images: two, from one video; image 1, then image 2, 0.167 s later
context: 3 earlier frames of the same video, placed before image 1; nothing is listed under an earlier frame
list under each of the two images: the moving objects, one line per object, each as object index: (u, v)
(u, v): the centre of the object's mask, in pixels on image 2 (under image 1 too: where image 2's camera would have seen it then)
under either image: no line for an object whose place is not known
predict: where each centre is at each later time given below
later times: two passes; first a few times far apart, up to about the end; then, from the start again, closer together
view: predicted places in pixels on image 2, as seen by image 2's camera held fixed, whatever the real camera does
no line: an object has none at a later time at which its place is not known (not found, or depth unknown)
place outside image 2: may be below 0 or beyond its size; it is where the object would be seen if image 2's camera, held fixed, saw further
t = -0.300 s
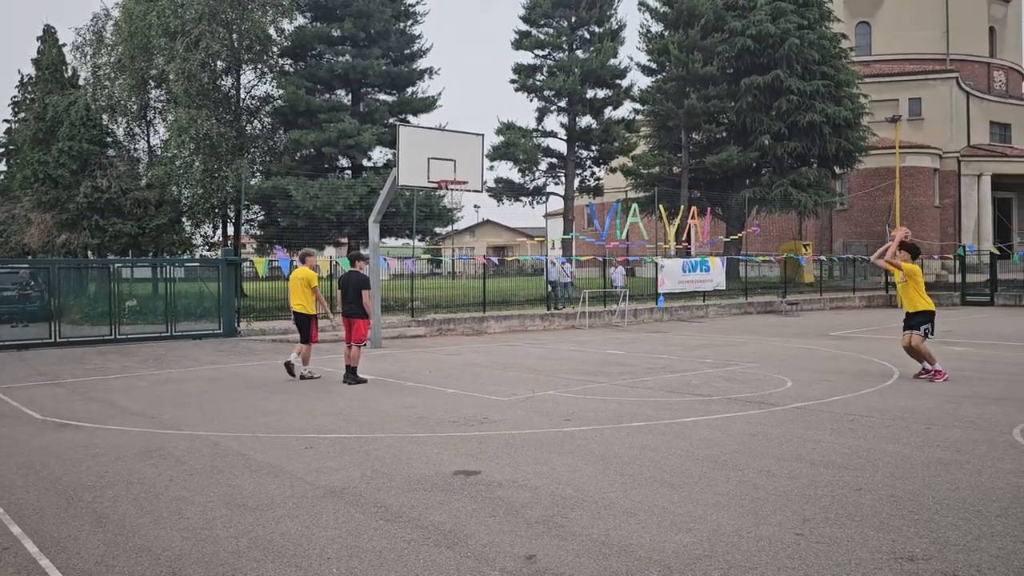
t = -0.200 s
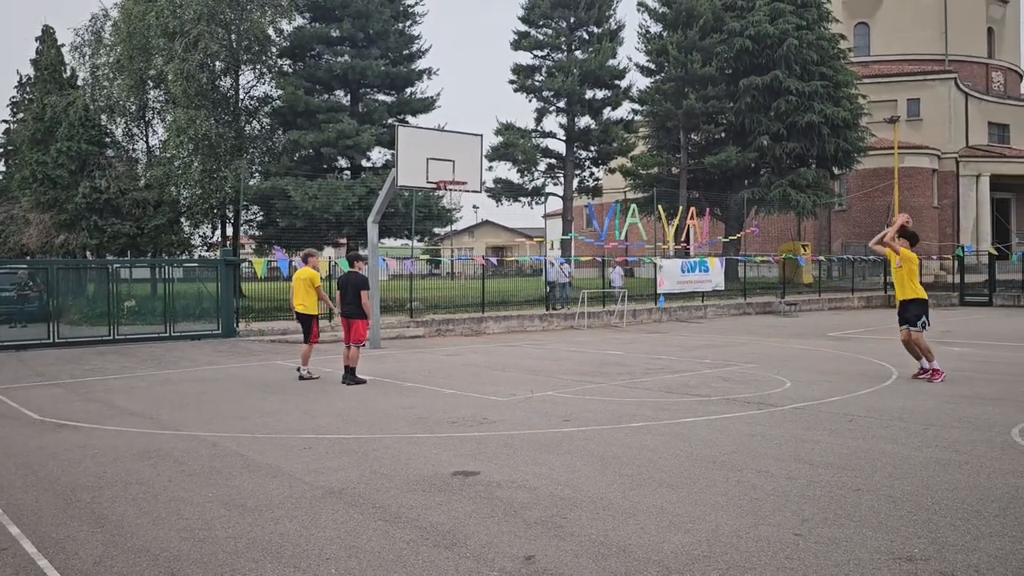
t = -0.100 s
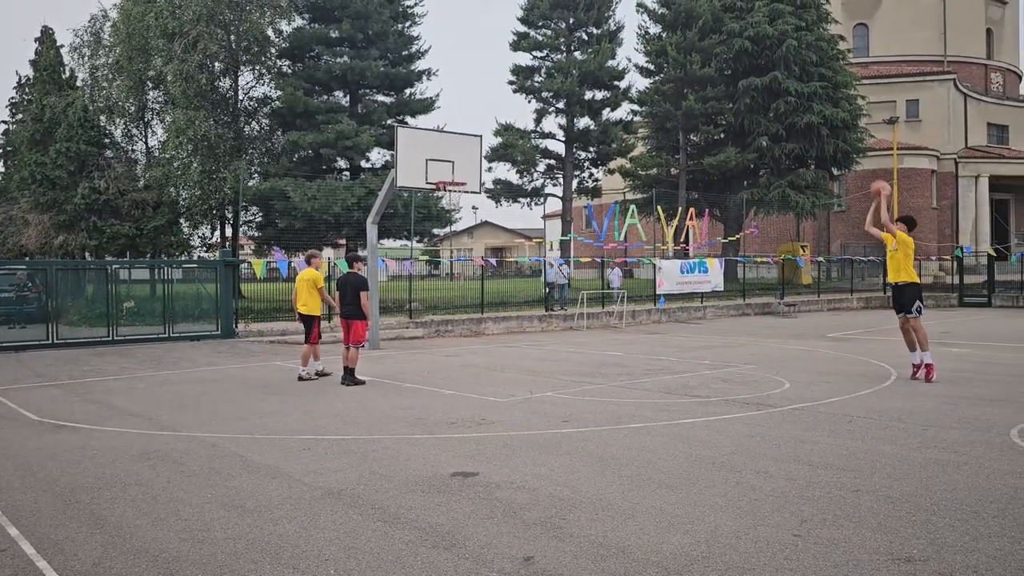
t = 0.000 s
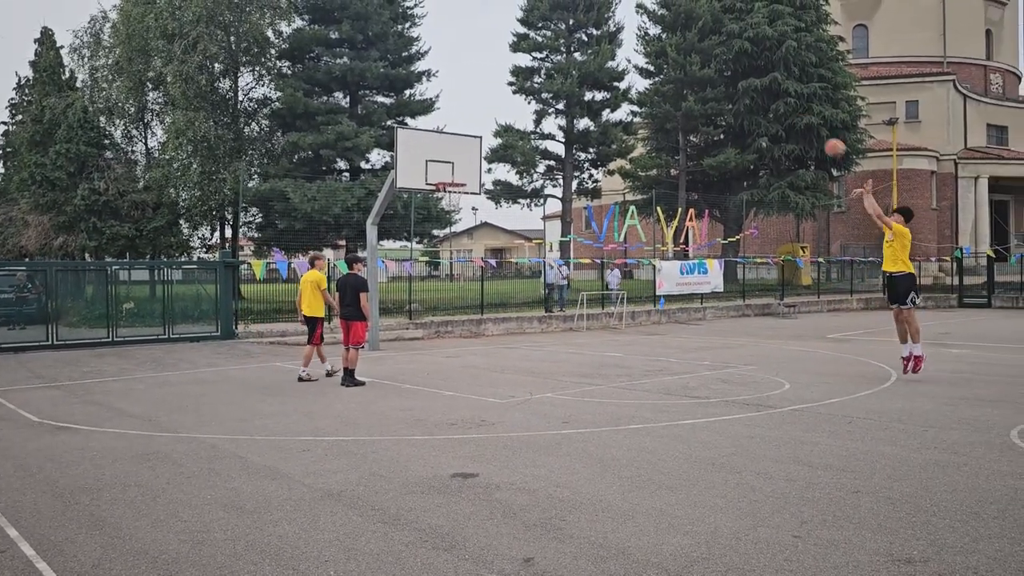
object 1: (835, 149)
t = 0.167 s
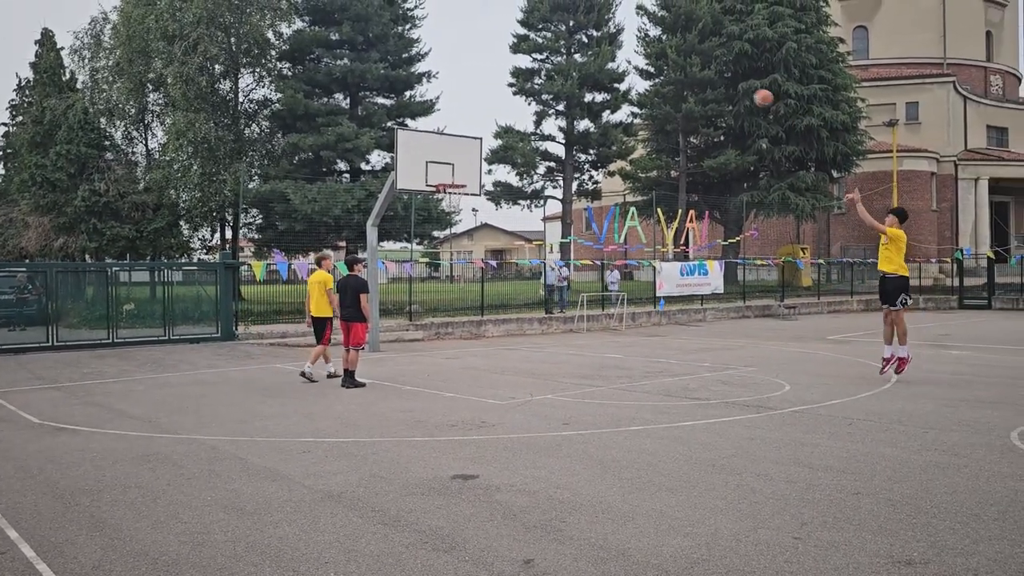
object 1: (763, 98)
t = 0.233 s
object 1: (736, 84)
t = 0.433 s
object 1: (661, 62)
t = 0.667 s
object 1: (583, 70)
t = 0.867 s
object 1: (525, 101)
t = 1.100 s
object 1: (461, 163)
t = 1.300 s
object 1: (462, 157)
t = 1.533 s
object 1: (491, 139)
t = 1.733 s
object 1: (521, 153)
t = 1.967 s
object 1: (562, 211)
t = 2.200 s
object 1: (608, 326)
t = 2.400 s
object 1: (644, 351)
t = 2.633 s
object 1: (679, 261)
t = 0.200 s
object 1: (749, 90)
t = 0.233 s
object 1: (736, 84)
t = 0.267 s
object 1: (723, 78)
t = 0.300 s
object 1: (710, 73)
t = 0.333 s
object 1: (698, 69)
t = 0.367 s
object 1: (685, 66)
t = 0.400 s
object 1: (673, 64)
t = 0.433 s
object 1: (661, 62)
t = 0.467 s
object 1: (650, 60)
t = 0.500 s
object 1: (638, 60)
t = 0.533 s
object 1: (627, 61)
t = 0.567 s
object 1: (615, 62)
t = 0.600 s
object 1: (604, 63)
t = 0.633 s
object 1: (593, 66)
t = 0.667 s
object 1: (583, 70)
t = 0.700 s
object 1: (573, 73)
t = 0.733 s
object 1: (563, 77)
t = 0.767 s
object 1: (553, 82)
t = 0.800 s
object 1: (544, 87)
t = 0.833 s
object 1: (534, 95)
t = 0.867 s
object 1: (525, 101)
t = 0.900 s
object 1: (514, 108)
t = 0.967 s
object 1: (496, 124)
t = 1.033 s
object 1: (478, 143)
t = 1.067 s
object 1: (470, 153)
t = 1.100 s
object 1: (461, 163)
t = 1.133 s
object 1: (452, 174)
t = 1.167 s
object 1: (448, 179)
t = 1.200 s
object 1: (452, 173)
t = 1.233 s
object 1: (455, 168)
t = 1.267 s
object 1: (459, 162)
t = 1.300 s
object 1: (462, 157)
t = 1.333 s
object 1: (466, 153)
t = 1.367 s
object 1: (470, 149)
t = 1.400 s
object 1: (474, 146)
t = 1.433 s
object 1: (478, 144)
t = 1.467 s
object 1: (483, 142)
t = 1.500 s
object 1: (487, 140)
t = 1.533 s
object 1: (491, 139)
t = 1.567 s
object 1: (496, 140)
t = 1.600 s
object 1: (500, 140)
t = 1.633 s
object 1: (505, 143)
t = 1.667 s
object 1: (510, 145)
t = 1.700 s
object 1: (515, 148)
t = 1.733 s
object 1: (521, 153)
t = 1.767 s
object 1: (526, 157)
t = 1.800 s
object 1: (531, 163)
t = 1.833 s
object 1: (536, 171)
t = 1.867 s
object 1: (542, 179)
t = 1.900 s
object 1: (548, 188)
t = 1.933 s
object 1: (554, 198)
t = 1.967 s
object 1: (562, 211)
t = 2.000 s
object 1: (568, 222)
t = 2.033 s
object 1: (573, 235)
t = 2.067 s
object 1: (580, 252)
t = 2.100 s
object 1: (587, 268)
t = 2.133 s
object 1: (594, 288)
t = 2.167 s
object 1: (601, 305)
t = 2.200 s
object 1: (608, 326)
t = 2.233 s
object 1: (616, 350)
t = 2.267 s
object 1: (624, 375)
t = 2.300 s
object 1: (631, 398)
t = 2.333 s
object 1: (636, 383)
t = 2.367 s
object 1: (640, 366)
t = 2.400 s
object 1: (644, 351)
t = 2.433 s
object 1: (649, 334)
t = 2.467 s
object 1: (655, 321)
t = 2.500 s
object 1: (659, 307)
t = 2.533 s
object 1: (663, 294)
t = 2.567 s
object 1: (668, 282)
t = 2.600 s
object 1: (674, 271)
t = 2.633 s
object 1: (679, 261)
